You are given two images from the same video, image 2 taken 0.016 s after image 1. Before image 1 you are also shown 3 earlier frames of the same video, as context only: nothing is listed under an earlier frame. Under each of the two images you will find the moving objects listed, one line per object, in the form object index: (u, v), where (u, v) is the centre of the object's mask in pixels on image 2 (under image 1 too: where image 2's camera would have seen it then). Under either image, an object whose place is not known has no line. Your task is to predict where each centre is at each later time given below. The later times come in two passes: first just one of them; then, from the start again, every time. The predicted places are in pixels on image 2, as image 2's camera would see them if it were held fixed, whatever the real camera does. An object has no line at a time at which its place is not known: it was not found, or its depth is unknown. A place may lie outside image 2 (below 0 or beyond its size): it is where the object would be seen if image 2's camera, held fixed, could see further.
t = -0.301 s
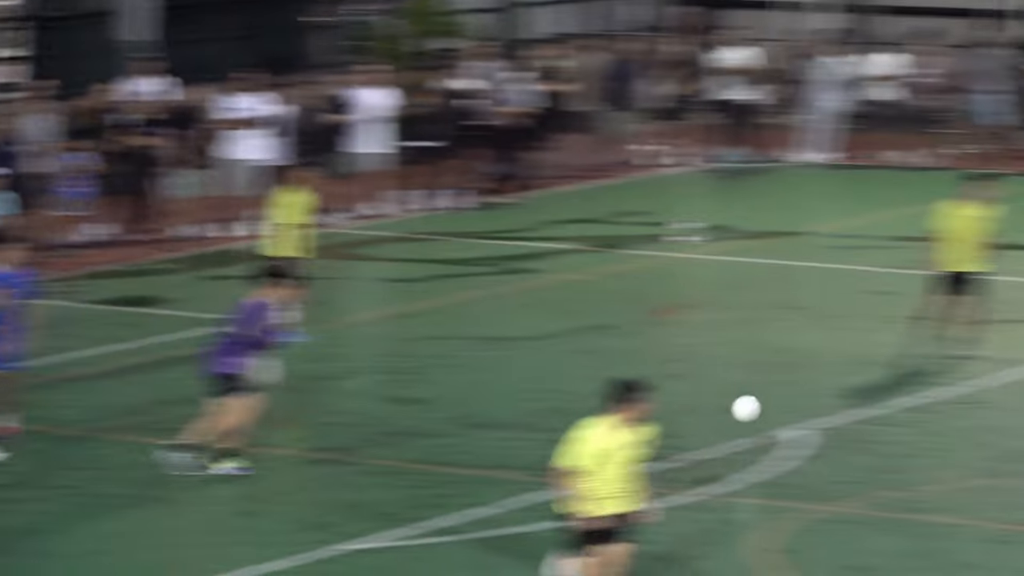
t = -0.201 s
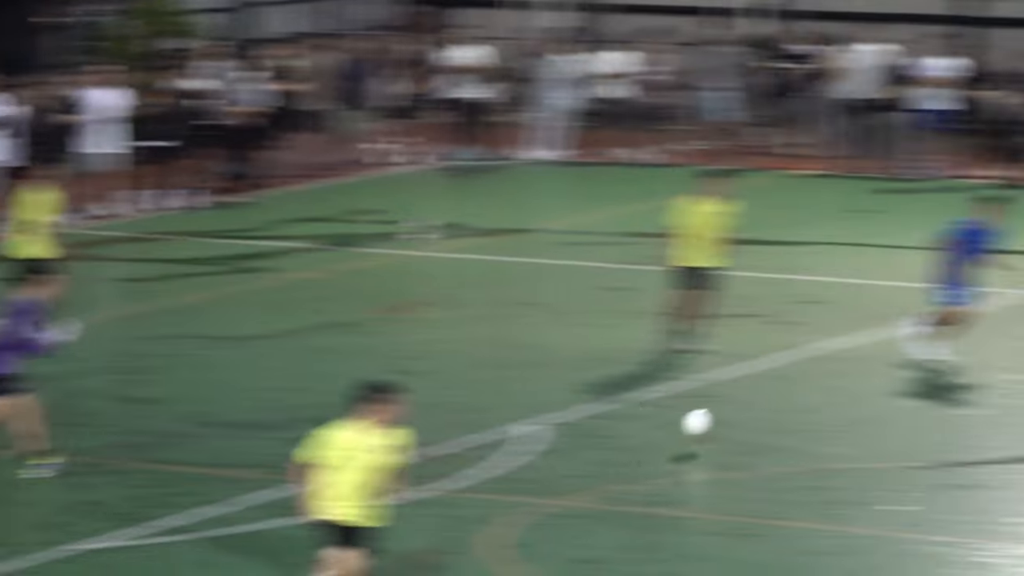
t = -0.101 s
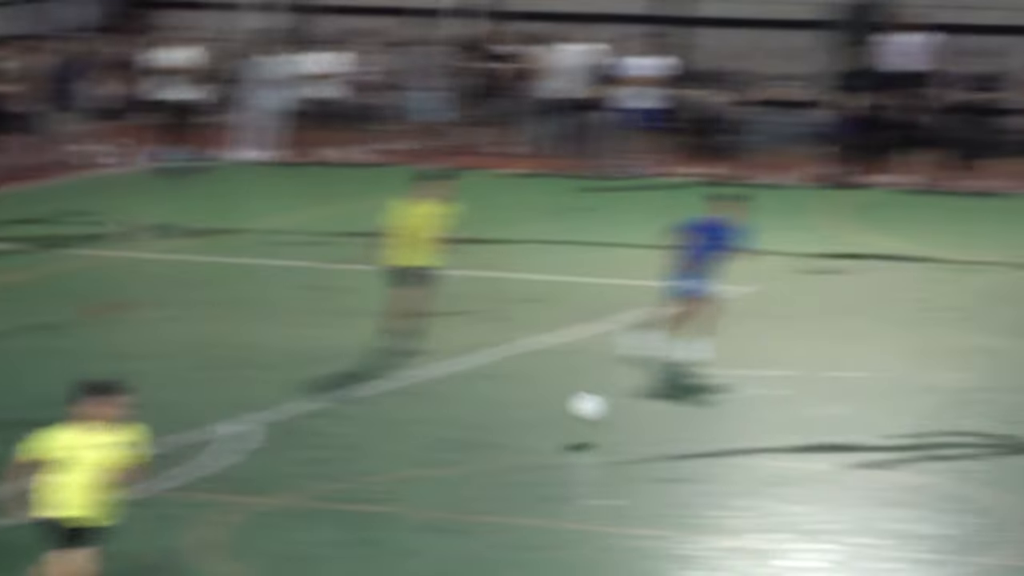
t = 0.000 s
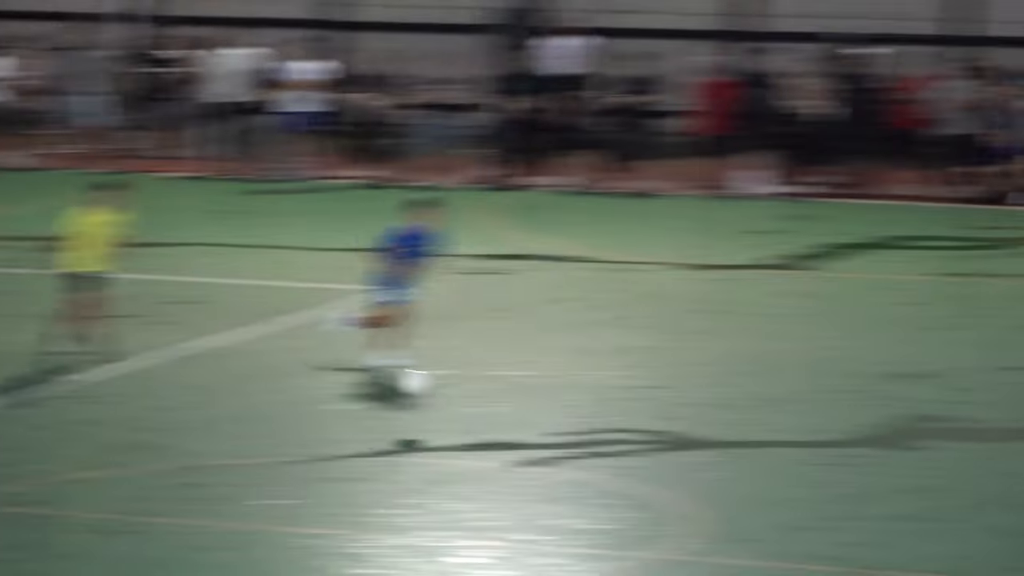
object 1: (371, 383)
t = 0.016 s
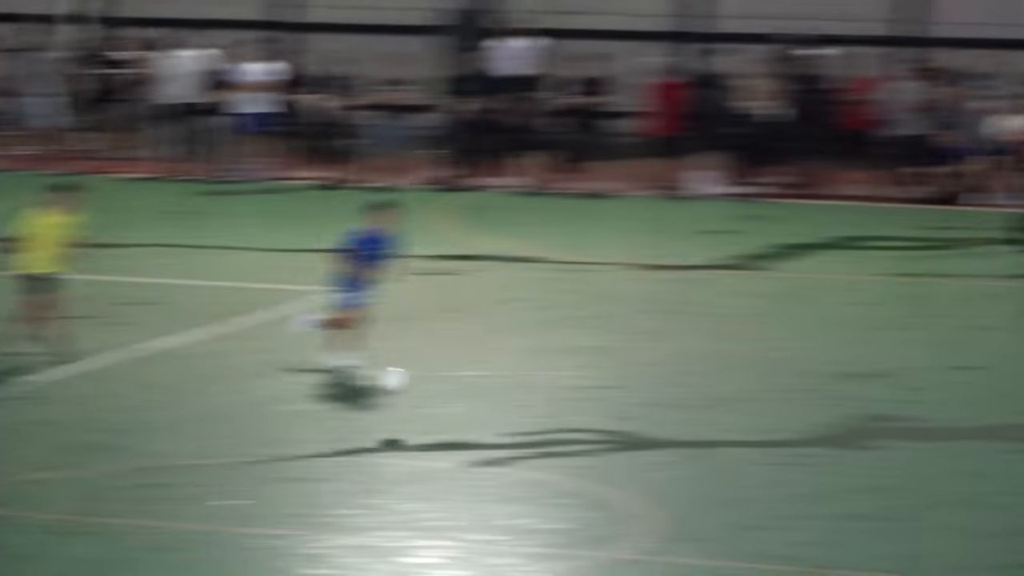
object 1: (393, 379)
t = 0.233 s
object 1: (712, 385)
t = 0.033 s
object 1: (418, 376)
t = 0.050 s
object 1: (446, 375)
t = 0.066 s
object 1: (471, 374)
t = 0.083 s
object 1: (496, 372)
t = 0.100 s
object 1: (521, 371)
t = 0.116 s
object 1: (544, 372)
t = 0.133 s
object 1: (568, 372)
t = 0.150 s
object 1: (594, 373)
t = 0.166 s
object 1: (618, 375)
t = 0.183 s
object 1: (641, 376)
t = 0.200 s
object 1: (666, 379)
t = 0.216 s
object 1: (690, 382)
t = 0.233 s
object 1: (712, 385)
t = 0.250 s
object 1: (737, 388)
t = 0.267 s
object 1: (759, 392)
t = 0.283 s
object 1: (780, 394)
